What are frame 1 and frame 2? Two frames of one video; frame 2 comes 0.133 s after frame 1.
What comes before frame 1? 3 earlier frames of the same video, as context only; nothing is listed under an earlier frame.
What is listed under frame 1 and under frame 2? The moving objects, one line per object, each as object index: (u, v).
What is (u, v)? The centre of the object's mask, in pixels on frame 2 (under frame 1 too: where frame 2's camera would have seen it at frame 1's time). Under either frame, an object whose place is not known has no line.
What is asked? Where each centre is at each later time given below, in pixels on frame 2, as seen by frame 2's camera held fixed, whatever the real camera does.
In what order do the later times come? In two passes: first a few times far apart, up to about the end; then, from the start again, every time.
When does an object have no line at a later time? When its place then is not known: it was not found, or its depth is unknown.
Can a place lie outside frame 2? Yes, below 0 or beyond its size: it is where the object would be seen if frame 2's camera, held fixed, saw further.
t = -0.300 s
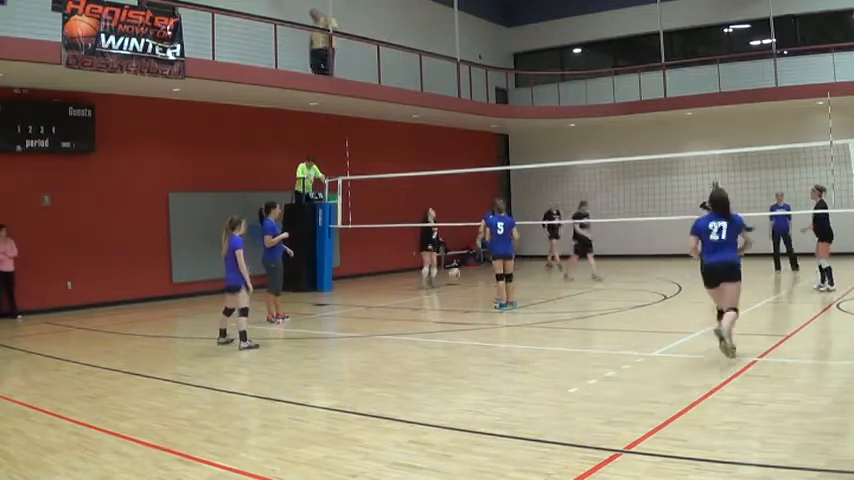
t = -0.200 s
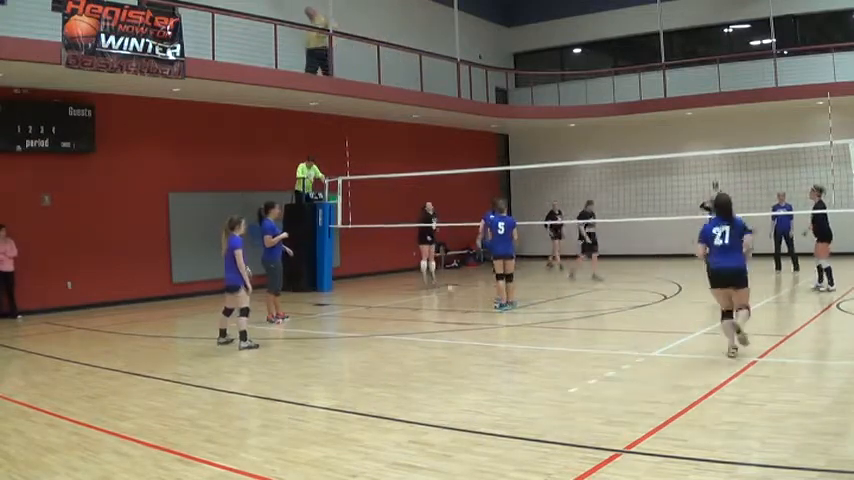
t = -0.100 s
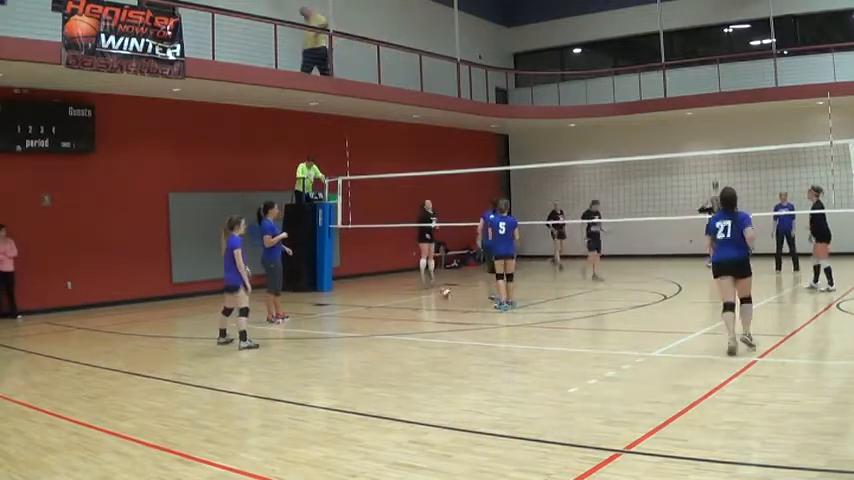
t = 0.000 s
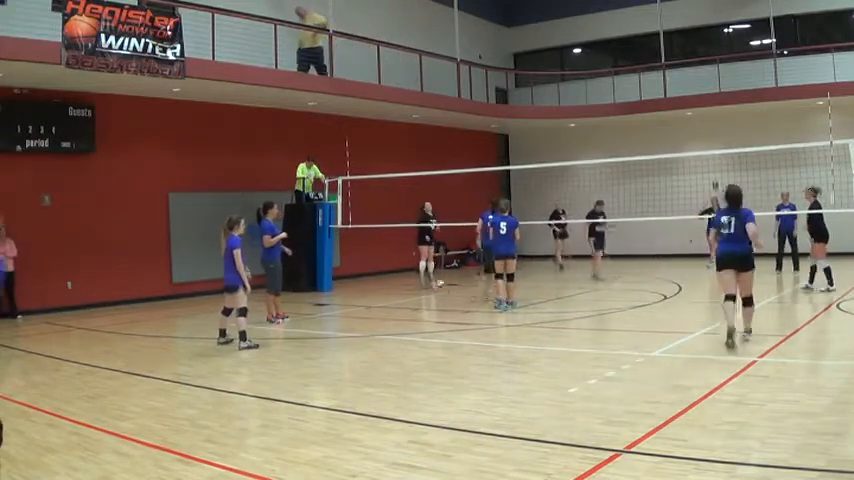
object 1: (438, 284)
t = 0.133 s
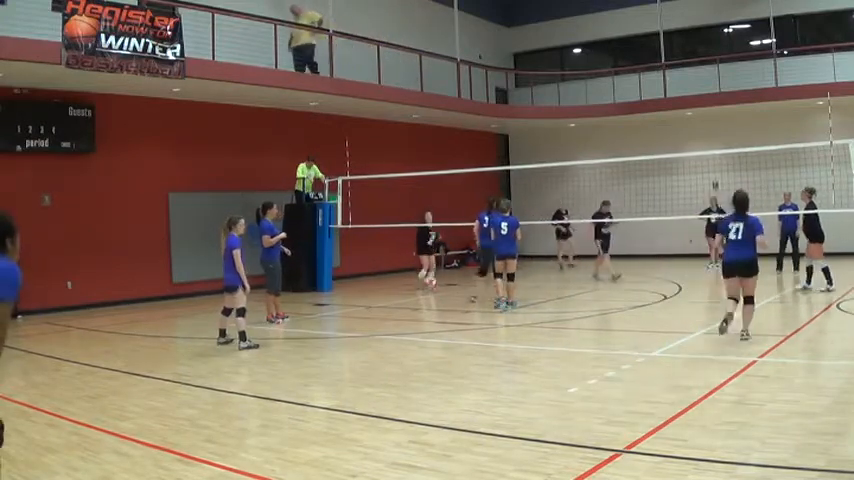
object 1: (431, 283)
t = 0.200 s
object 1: (428, 286)
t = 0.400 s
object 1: (414, 319)
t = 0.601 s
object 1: (394, 306)
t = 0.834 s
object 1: (372, 329)
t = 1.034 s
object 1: (350, 331)
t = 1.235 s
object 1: (328, 359)
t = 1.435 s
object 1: (300, 364)
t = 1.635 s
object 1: (270, 380)
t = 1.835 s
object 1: (232, 402)
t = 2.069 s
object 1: (180, 432)
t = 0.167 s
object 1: (429, 285)
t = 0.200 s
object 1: (428, 286)
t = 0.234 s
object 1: (424, 289)
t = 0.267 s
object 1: (422, 292)
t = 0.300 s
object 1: (420, 297)
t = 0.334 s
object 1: (418, 303)
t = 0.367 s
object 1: (417, 310)
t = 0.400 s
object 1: (414, 319)
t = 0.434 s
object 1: (410, 317)
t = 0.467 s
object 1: (407, 313)
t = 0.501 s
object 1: (403, 311)
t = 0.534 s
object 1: (401, 309)
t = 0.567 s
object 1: (398, 307)
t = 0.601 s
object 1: (394, 306)
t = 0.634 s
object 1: (392, 306)
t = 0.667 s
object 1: (388, 307)
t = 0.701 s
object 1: (388, 311)
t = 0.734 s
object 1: (384, 314)
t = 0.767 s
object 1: (379, 319)
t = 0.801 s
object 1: (375, 323)
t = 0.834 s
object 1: (372, 329)
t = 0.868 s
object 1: (369, 340)
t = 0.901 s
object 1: (365, 338)
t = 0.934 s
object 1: (362, 335)
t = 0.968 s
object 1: (358, 333)
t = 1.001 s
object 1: (355, 331)
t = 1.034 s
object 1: (350, 331)
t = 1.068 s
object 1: (349, 333)
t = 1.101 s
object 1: (344, 337)
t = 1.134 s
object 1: (338, 341)
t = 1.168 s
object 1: (336, 345)
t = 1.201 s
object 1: (332, 352)
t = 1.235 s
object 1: (328, 359)
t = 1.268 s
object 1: (323, 358)
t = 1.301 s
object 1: (319, 357)
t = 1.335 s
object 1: (315, 357)
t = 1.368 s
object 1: (310, 359)
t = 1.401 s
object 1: (306, 361)
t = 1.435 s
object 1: (300, 364)
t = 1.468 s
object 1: (296, 370)
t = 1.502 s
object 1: (291, 377)
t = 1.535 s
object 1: (286, 379)
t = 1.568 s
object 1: (280, 377)
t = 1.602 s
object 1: (275, 379)
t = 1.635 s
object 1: (270, 380)
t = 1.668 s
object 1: (263, 383)
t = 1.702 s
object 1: (258, 390)
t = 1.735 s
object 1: (252, 396)
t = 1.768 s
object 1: (245, 399)
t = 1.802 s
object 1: (239, 399)
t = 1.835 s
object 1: (232, 402)
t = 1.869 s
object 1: (226, 406)
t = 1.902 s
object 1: (219, 415)
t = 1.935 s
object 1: (211, 416)
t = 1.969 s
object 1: (205, 418)
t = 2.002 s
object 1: (196, 423)
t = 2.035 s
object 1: (188, 428)
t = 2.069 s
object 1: (180, 432)
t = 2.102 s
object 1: (172, 437)
